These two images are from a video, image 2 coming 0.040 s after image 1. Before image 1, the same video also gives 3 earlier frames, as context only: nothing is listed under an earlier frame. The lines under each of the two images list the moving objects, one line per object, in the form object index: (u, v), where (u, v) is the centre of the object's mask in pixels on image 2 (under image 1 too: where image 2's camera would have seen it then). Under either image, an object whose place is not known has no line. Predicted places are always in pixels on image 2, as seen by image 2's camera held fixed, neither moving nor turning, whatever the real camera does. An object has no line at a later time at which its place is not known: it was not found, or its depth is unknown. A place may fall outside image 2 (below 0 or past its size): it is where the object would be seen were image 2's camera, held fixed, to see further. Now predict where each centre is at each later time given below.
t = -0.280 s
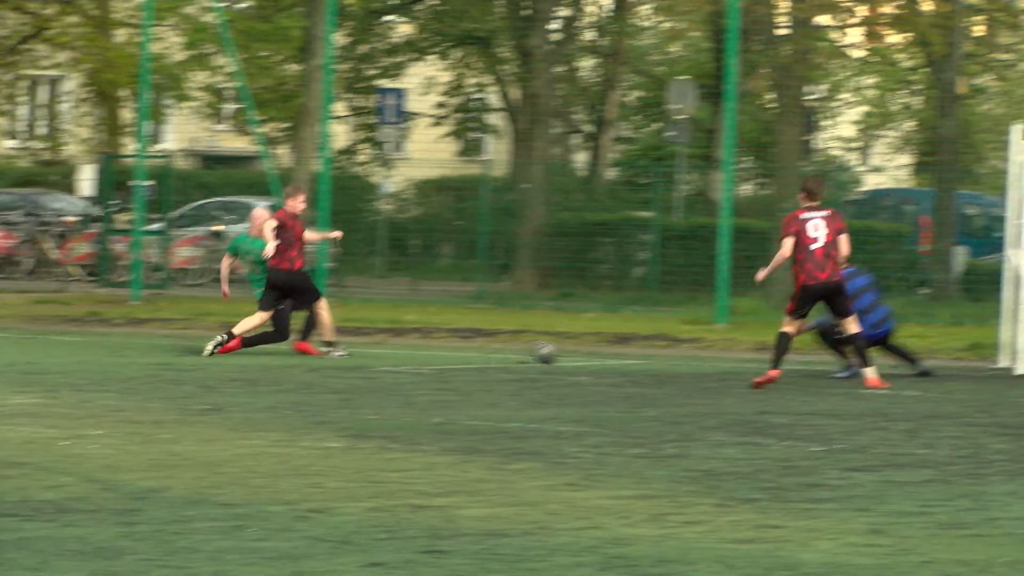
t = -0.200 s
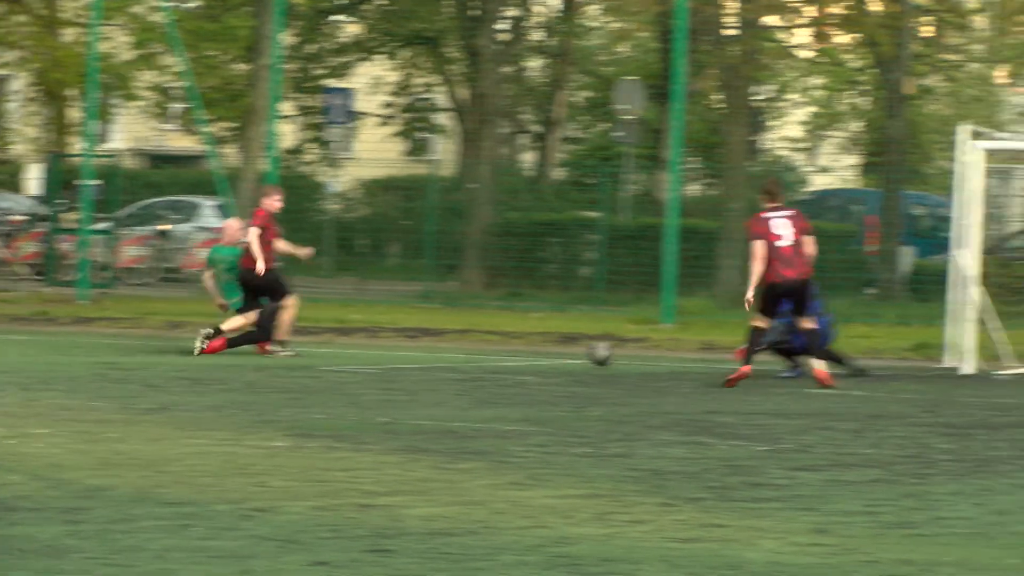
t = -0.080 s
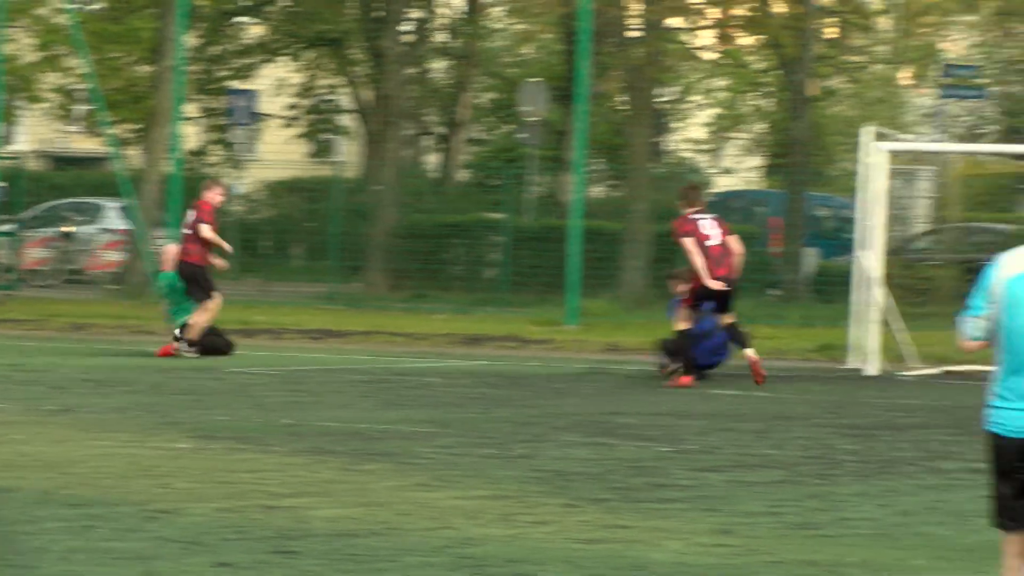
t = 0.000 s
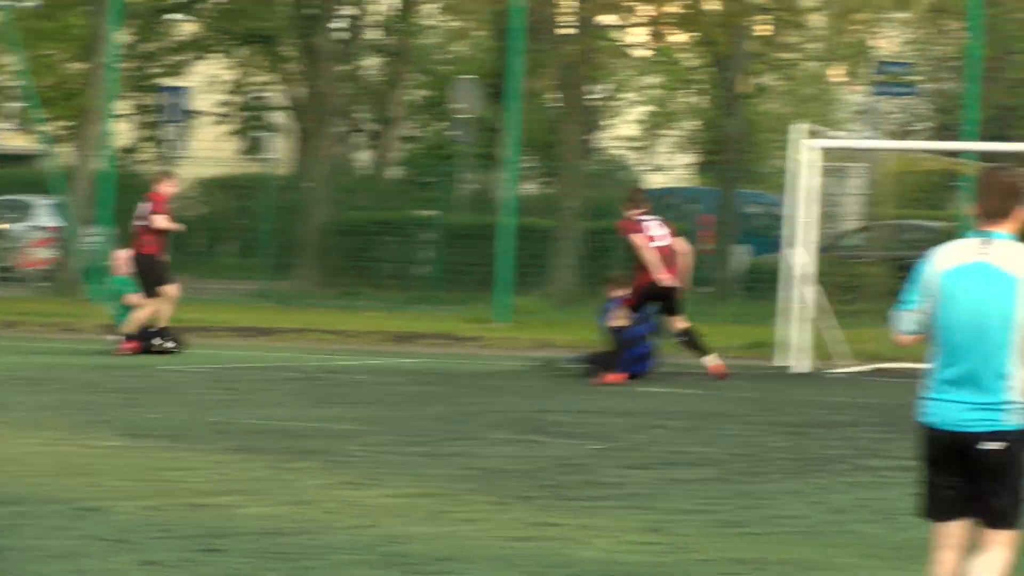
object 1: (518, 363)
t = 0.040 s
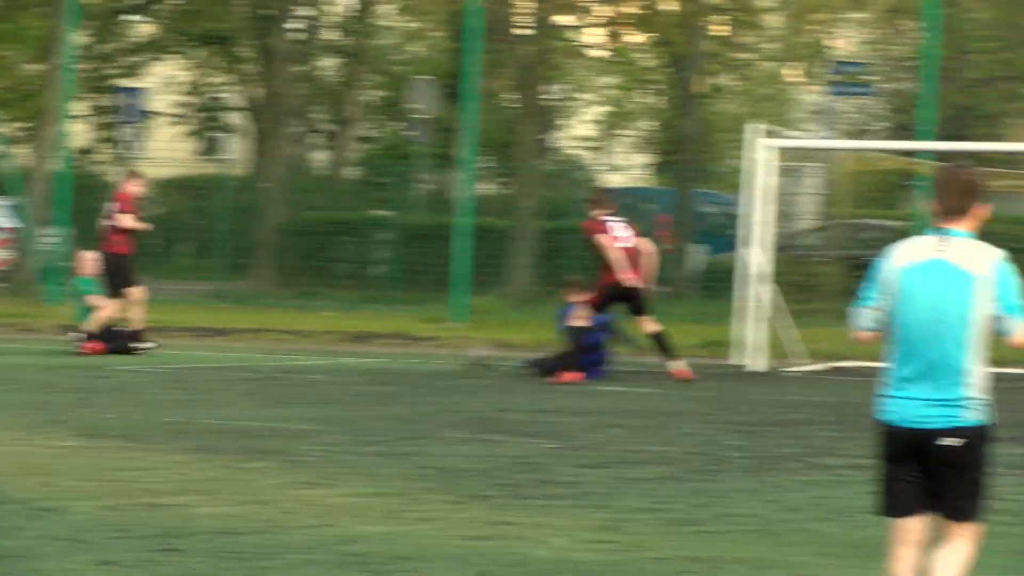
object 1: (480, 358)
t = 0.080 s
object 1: (449, 357)
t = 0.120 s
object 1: (424, 357)
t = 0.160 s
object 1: (394, 362)
